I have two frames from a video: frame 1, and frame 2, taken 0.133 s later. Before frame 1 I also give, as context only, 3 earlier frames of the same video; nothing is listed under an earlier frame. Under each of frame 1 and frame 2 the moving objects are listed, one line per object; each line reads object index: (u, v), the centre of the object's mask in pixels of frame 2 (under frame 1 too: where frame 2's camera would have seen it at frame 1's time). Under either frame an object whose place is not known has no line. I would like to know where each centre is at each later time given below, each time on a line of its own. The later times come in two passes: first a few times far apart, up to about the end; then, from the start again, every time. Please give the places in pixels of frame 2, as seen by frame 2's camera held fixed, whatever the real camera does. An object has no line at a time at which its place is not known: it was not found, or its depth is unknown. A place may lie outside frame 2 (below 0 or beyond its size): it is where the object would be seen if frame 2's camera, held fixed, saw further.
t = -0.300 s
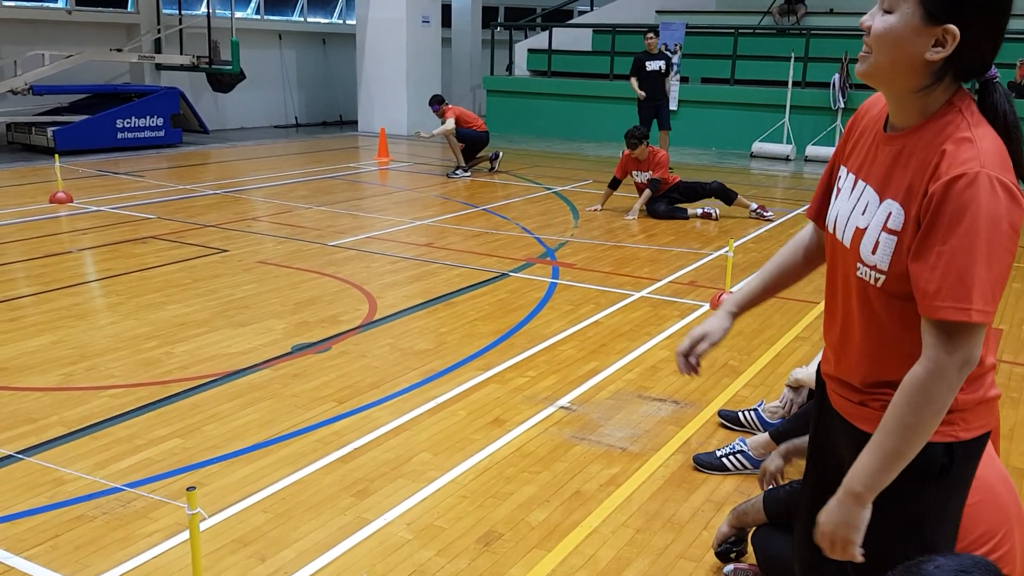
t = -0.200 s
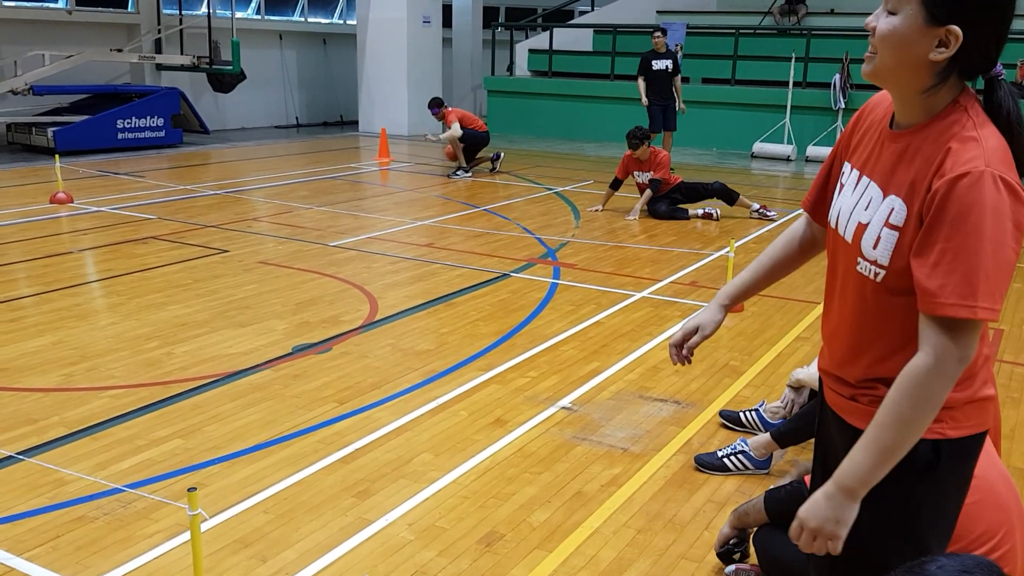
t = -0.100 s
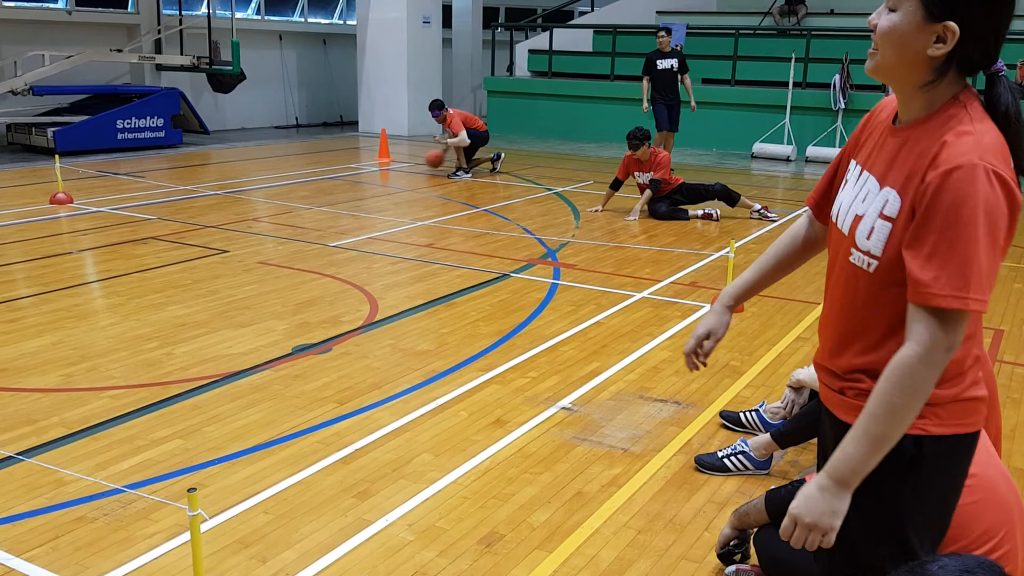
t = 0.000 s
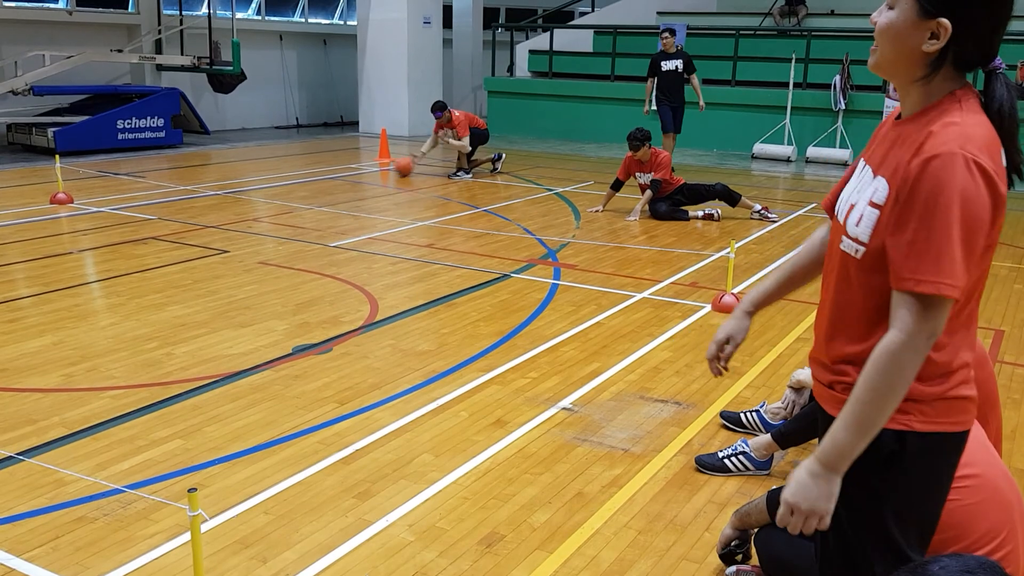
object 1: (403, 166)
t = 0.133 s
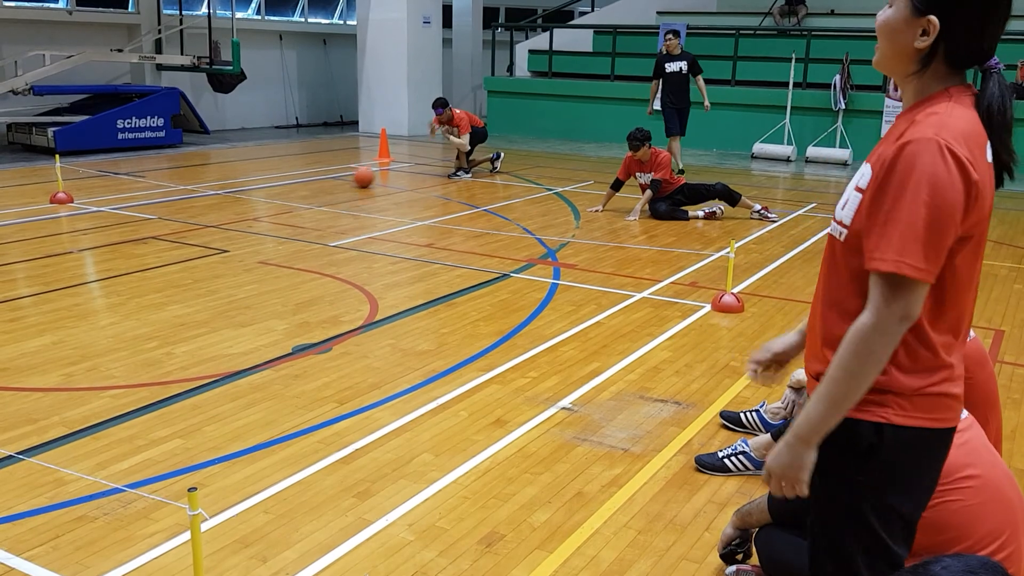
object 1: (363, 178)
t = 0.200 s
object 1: (344, 182)
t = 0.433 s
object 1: (275, 202)
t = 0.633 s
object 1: (203, 218)
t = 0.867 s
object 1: (97, 253)
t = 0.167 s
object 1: (353, 180)
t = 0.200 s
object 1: (344, 182)
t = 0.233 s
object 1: (334, 184)
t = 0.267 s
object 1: (325, 187)
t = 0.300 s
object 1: (316, 190)
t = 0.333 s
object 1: (306, 192)
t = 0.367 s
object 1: (297, 194)
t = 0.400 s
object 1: (286, 198)
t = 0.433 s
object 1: (275, 202)
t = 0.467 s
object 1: (264, 204)
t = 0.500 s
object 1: (252, 206)
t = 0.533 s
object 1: (241, 210)
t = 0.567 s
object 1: (228, 215)
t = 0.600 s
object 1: (216, 217)
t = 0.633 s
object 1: (203, 218)
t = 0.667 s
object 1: (189, 219)
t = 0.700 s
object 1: (174, 224)
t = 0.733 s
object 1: (160, 230)
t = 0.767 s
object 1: (147, 237)
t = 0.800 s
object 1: (129, 247)
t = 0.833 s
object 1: (114, 251)
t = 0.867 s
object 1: (97, 253)
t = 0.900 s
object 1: (79, 255)
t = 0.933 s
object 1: (62, 260)
